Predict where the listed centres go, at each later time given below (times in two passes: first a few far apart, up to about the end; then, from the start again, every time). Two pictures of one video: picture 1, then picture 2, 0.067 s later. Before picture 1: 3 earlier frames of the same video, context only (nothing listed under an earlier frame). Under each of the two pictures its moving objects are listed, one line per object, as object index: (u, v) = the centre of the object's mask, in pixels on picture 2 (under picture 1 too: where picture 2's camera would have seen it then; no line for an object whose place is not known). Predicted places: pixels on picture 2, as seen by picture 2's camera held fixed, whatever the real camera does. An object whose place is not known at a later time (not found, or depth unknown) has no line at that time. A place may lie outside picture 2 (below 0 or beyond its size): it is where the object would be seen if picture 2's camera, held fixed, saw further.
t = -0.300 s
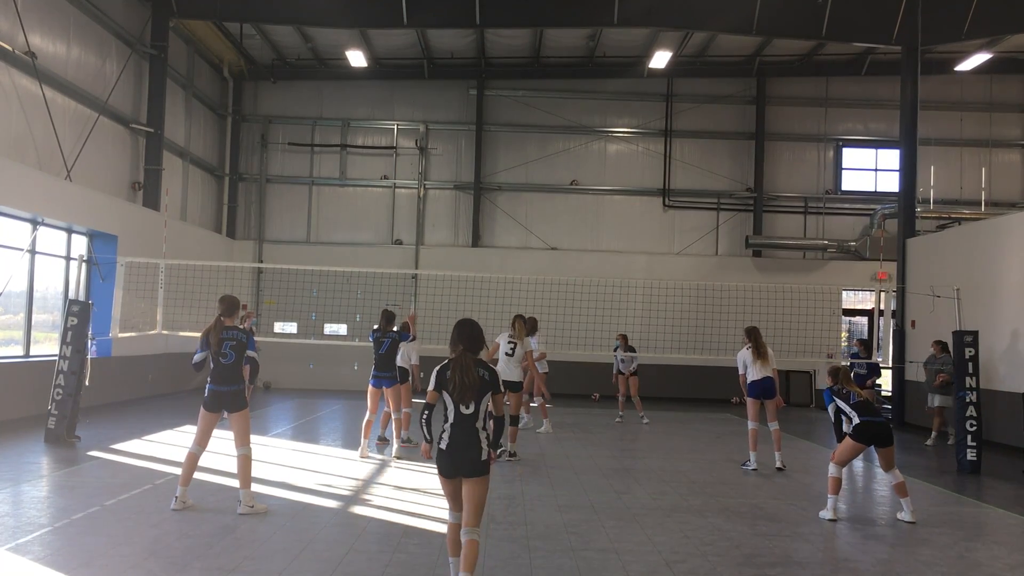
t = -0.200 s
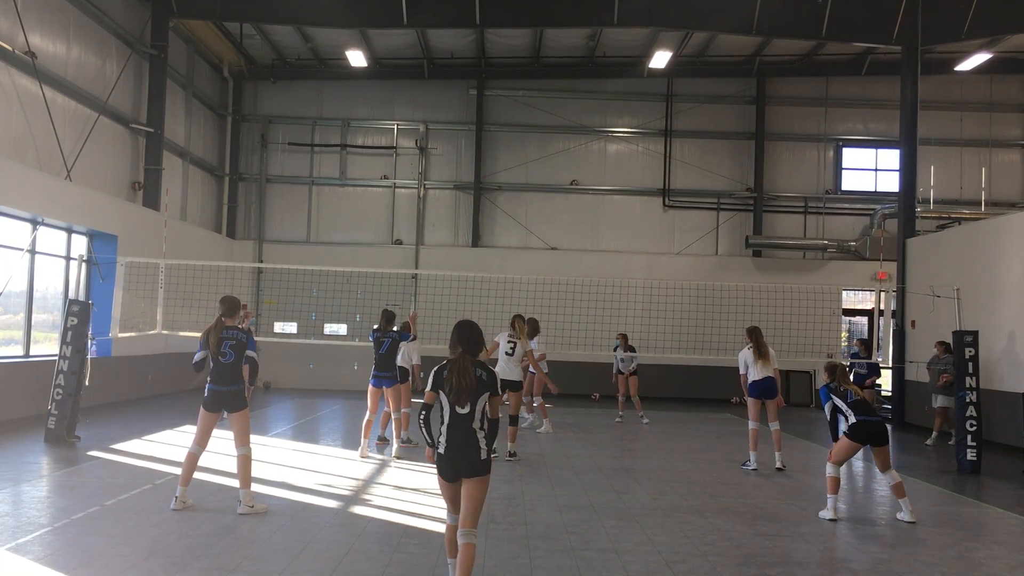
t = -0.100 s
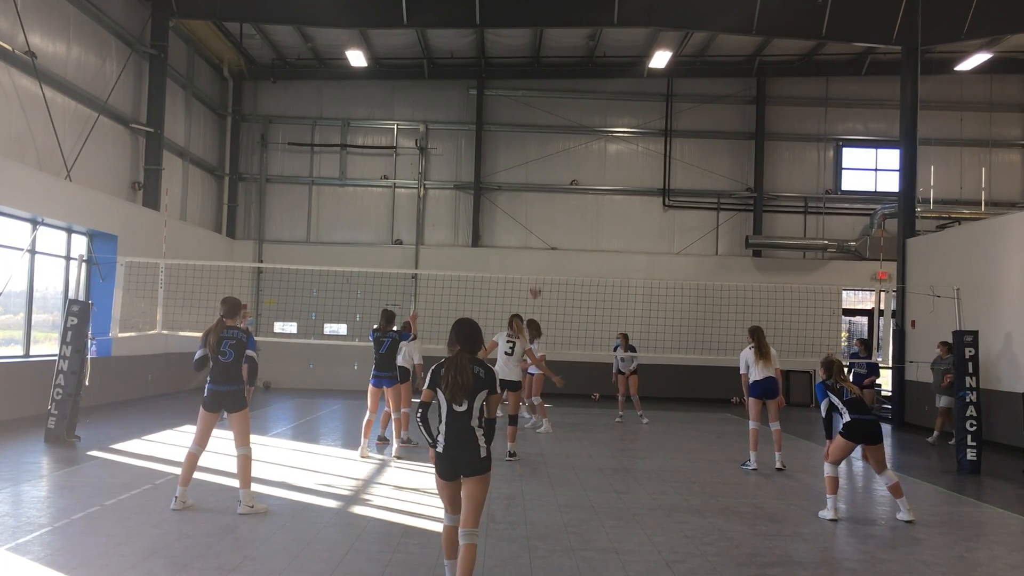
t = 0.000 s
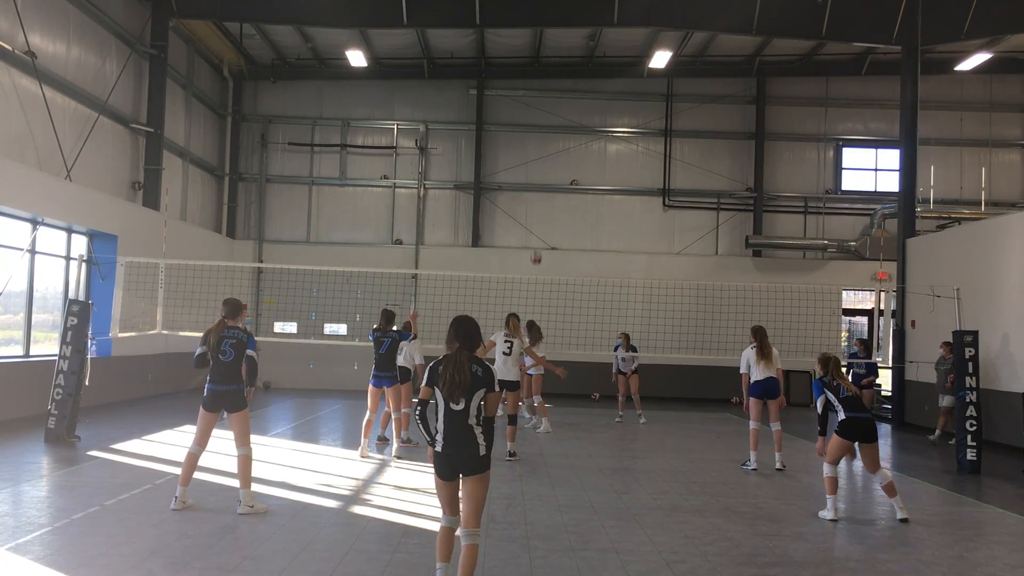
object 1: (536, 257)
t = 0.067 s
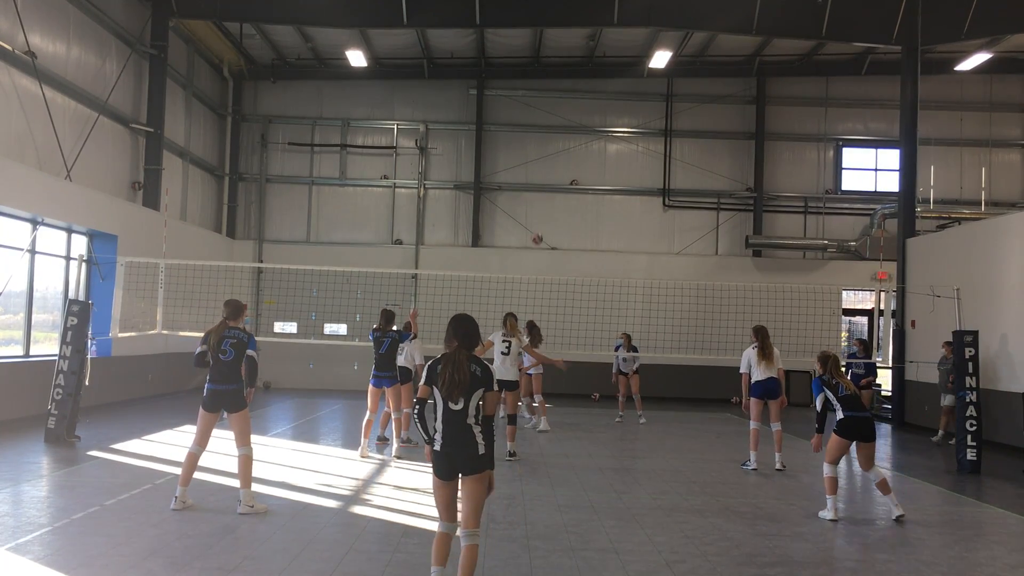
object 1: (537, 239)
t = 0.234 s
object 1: (538, 200)
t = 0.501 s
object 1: (539, 170)
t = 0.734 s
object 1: (539, 179)
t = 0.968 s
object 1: (537, 224)
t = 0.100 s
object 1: (537, 230)
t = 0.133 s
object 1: (537, 221)
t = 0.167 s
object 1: (537, 213)
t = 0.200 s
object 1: (537, 207)
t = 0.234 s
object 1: (538, 200)
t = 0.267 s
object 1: (539, 194)
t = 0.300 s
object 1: (538, 189)
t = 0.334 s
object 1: (539, 184)
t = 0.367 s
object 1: (538, 180)
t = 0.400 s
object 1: (539, 176)
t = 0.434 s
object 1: (539, 174)
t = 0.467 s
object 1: (539, 172)
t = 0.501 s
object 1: (539, 170)
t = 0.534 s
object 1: (539, 169)
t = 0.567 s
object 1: (539, 169)
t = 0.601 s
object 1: (539, 170)
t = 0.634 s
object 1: (539, 171)
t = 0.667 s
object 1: (539, 173)
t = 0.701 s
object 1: (539, 176)
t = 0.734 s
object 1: (539, 179)
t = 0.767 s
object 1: (539, 182)
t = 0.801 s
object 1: (539, 188)
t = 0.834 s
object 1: (538, 193)
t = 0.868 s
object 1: (538, 200)
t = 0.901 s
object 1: (538, 207)
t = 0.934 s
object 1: (537, 214)
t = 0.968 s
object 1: (537, 224)
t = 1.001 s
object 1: (536, 233)
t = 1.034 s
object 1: (536, 244)
